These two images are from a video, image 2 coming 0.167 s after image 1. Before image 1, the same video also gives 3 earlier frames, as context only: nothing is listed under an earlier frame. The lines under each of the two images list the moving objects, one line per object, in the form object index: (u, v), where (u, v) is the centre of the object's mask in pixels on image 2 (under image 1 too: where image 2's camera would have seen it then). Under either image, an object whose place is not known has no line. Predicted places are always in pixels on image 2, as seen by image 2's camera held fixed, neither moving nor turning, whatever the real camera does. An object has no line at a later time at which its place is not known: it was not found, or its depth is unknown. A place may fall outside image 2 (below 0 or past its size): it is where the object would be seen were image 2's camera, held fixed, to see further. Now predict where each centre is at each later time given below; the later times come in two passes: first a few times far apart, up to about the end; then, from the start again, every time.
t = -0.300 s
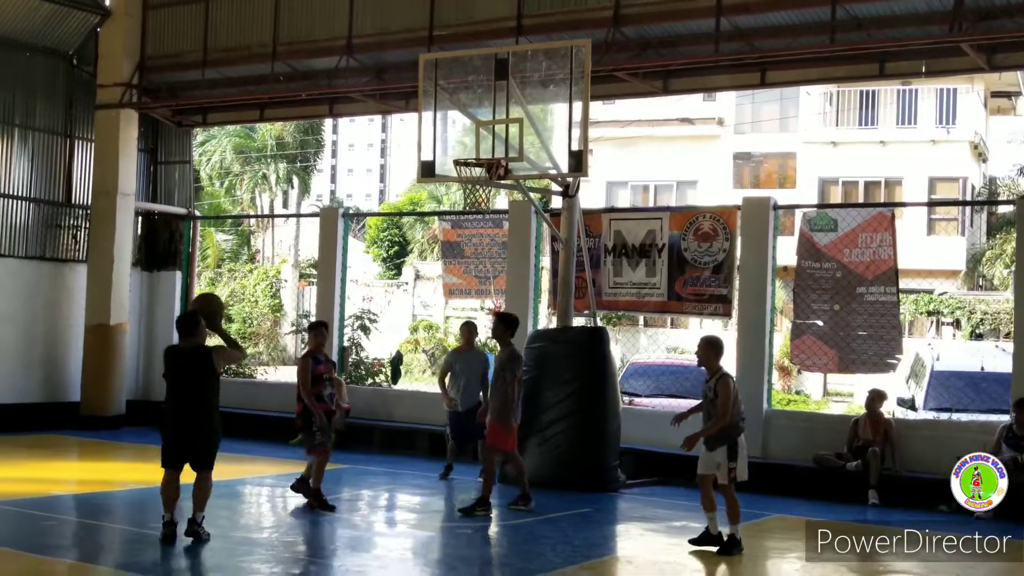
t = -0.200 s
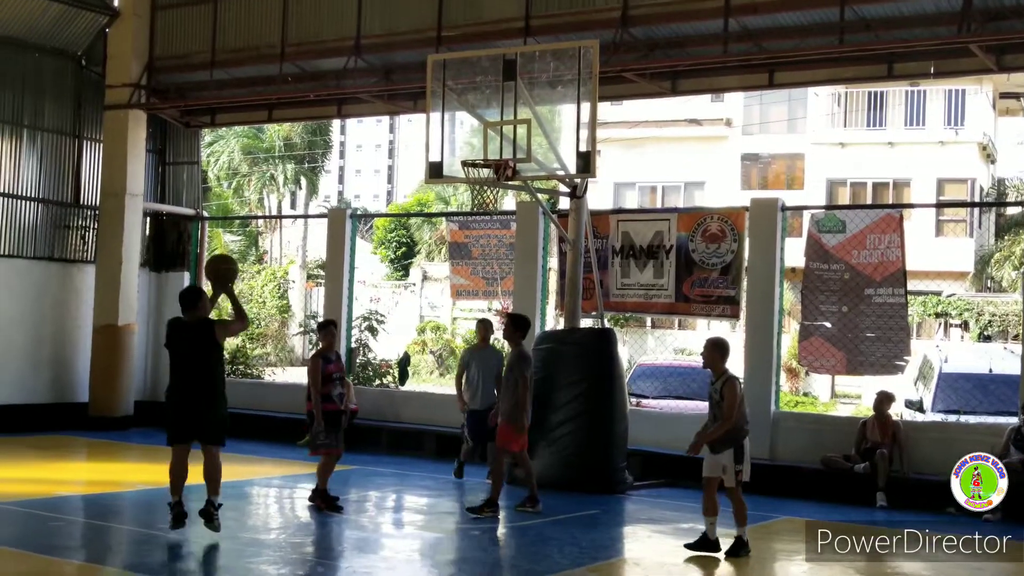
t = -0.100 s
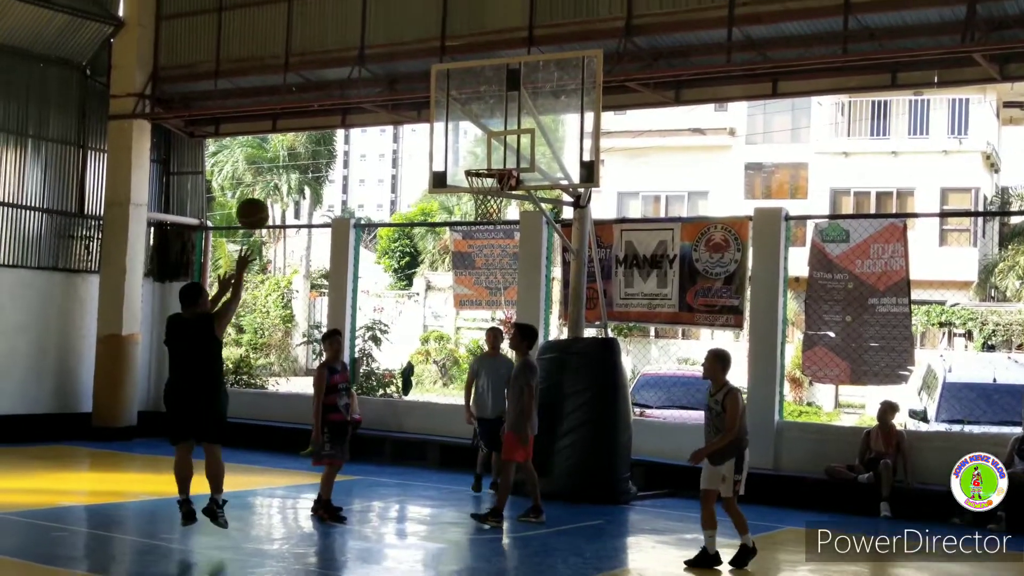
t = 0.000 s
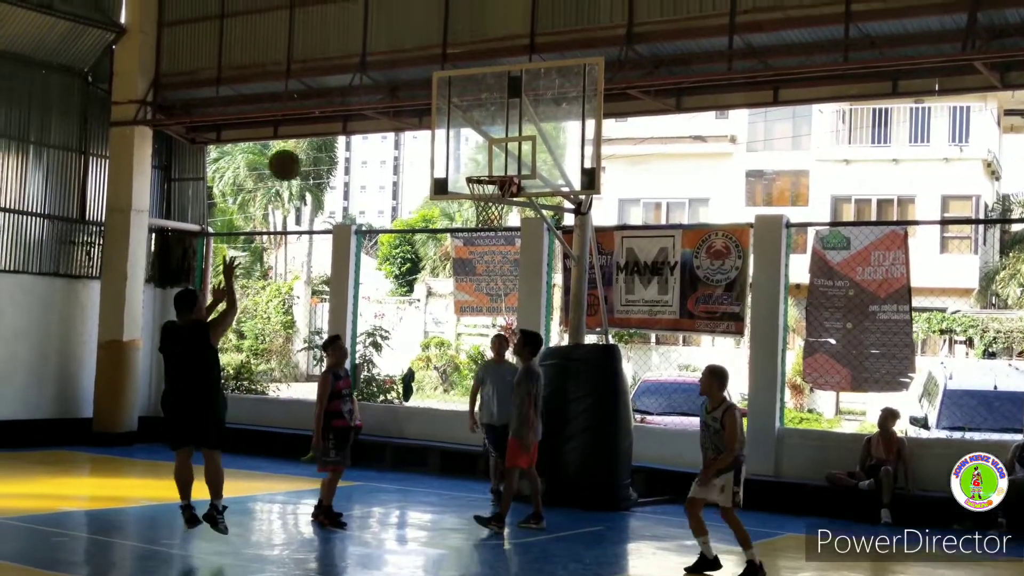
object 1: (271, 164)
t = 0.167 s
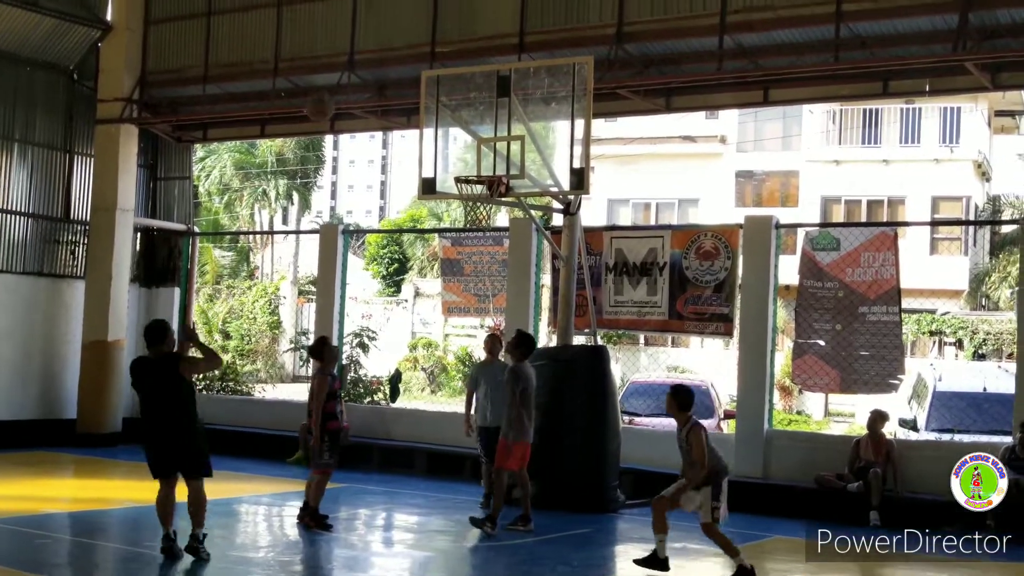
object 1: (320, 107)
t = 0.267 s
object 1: (345, 89)
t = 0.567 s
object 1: (413, 108)
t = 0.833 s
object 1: (428, 162)
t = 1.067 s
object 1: (363, 181)
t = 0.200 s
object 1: (329, 98)
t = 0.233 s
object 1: (336, 94)
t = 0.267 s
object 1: (345, 89)
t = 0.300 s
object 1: (353, 87)
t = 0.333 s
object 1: (362, 85)
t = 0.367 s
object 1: (369, 85)
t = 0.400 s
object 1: (377, 86)
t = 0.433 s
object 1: (384, 88)
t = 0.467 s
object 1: (392, 92)
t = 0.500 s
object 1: (399, 99)
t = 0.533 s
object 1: (406, 107)
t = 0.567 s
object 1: (413, 108)
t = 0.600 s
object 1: (420, 116)
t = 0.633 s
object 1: (427, 126)
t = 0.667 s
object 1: (434, 136)
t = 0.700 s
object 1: (440, 148)
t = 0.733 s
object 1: (446, 161)
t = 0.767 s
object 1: (446, 167)
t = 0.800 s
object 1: (437, 164)
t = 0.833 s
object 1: (428, 162)
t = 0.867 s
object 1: (419, 161)
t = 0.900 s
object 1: (410, 161)
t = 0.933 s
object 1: (400, 163)
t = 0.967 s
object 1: (391, 165)
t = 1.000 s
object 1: (382, 169)
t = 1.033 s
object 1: (373, 174)
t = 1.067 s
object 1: (363, 181)
